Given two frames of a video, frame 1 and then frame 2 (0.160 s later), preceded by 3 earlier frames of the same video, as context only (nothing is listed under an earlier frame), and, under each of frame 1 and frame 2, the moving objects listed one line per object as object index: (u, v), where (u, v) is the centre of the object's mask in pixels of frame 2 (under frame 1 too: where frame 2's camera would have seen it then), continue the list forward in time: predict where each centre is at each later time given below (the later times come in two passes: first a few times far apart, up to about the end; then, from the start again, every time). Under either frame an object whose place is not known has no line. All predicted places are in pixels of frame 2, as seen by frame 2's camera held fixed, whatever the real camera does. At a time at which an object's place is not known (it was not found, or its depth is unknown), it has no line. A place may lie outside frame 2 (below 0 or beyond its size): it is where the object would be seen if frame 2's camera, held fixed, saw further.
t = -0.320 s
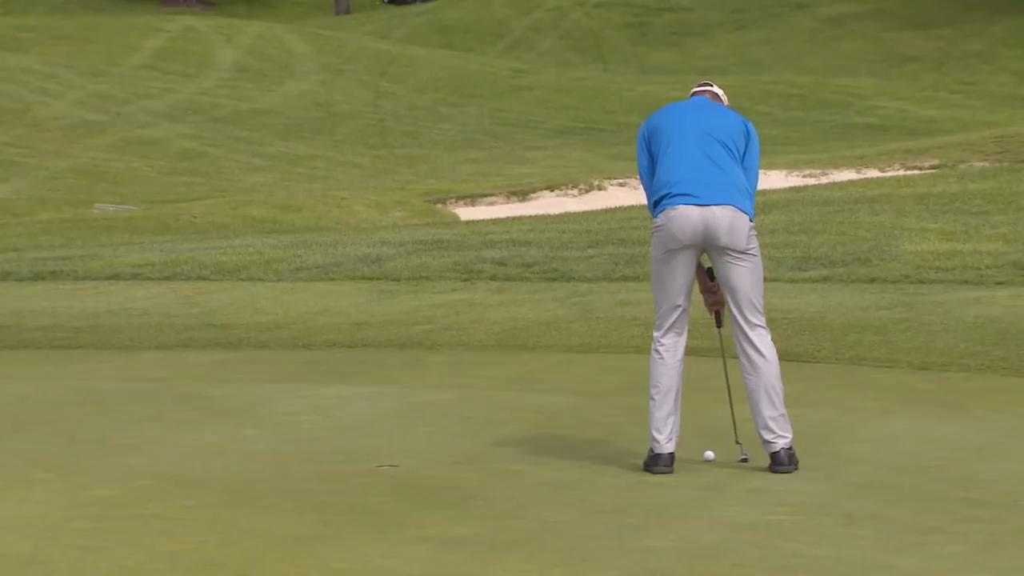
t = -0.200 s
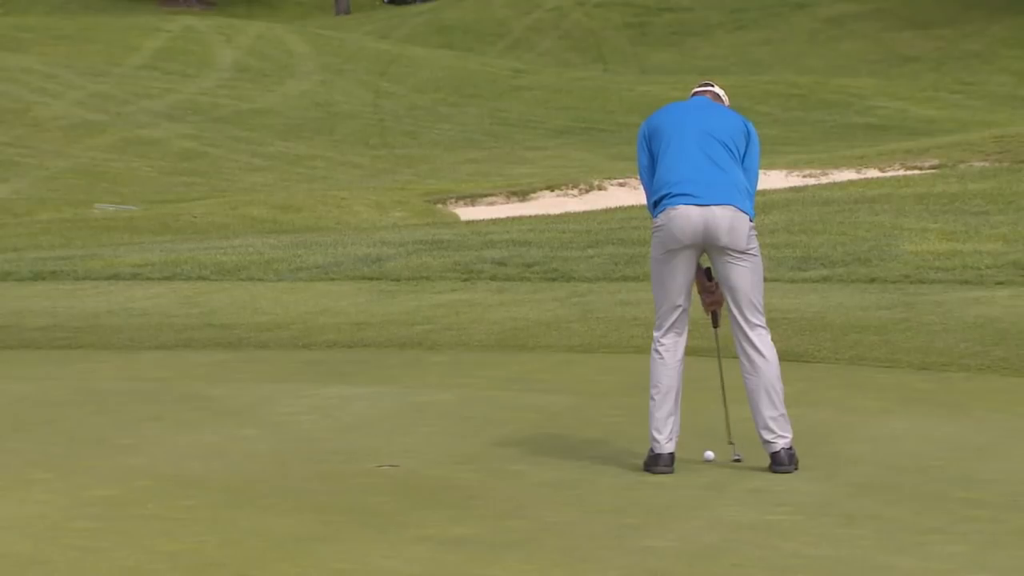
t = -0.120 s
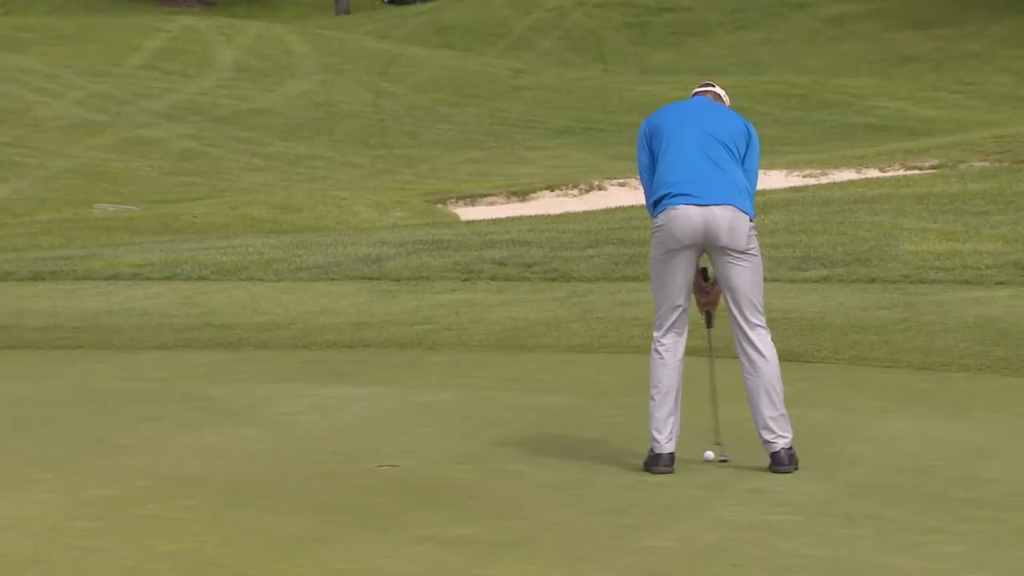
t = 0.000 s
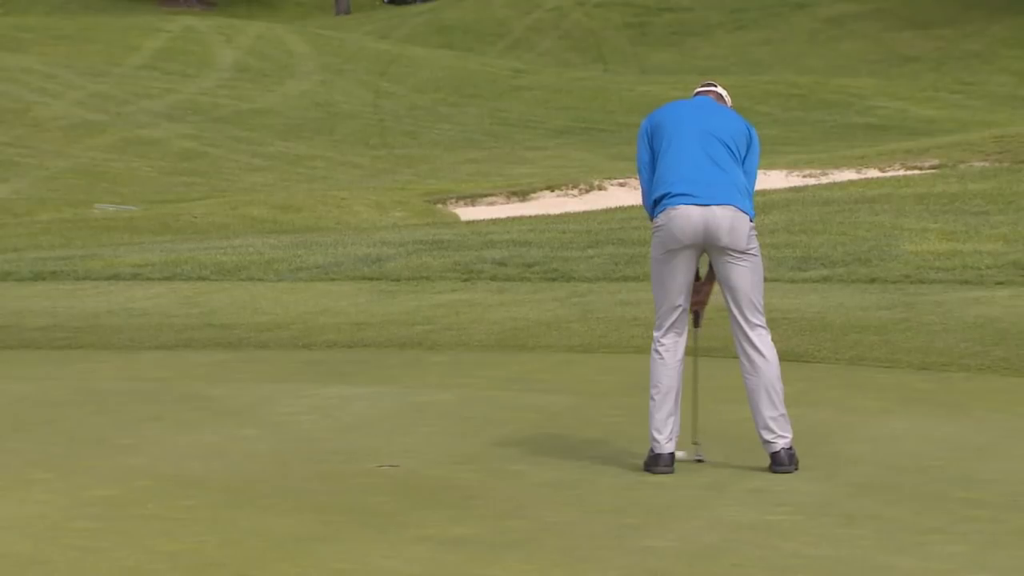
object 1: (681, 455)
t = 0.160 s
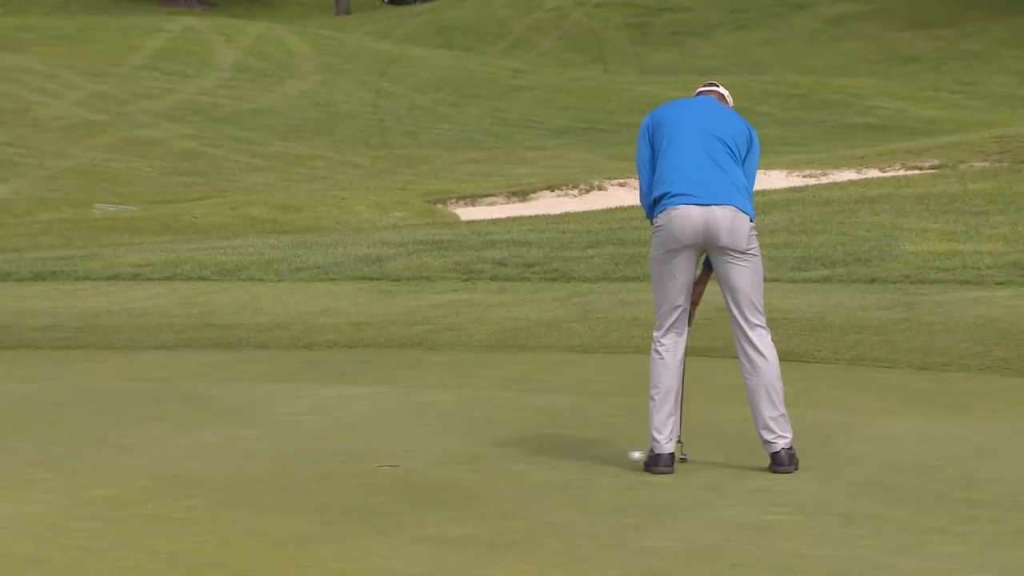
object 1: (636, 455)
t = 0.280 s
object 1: (605, 456)
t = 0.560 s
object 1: (538, 457)
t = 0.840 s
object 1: (478, 458)
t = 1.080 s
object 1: (431, 460)
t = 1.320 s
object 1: (389, 464)
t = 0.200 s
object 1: (626, 456)
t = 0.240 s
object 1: (615, 456)
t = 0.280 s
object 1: (605, 456)
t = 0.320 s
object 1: (595, 457)
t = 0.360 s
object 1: (585, 457)
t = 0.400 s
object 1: (575, 457)
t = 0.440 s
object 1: (566, 457)
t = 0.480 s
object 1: (556, 457)
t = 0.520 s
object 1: (547, 457)
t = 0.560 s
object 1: (538, 457)
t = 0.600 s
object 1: (529, 458)
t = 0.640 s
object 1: (520, 458)
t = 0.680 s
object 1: (511, 458)
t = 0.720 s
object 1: (503, 458)
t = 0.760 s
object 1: (494, 458)
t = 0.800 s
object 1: (486, 458)
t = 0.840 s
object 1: (478, 458)
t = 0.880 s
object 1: (470, 459)
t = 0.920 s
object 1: (462, 459)
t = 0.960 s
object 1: (454, 460)
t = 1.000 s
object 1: (446, 460)
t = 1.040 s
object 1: (438, 460)
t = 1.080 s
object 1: (431, 460)
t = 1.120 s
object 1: (424, 460)
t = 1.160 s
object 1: (417, 460)
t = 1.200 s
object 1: (410, 460)
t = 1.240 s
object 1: (402, 460)
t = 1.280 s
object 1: (396, 461)
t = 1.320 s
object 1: (389, 464)
